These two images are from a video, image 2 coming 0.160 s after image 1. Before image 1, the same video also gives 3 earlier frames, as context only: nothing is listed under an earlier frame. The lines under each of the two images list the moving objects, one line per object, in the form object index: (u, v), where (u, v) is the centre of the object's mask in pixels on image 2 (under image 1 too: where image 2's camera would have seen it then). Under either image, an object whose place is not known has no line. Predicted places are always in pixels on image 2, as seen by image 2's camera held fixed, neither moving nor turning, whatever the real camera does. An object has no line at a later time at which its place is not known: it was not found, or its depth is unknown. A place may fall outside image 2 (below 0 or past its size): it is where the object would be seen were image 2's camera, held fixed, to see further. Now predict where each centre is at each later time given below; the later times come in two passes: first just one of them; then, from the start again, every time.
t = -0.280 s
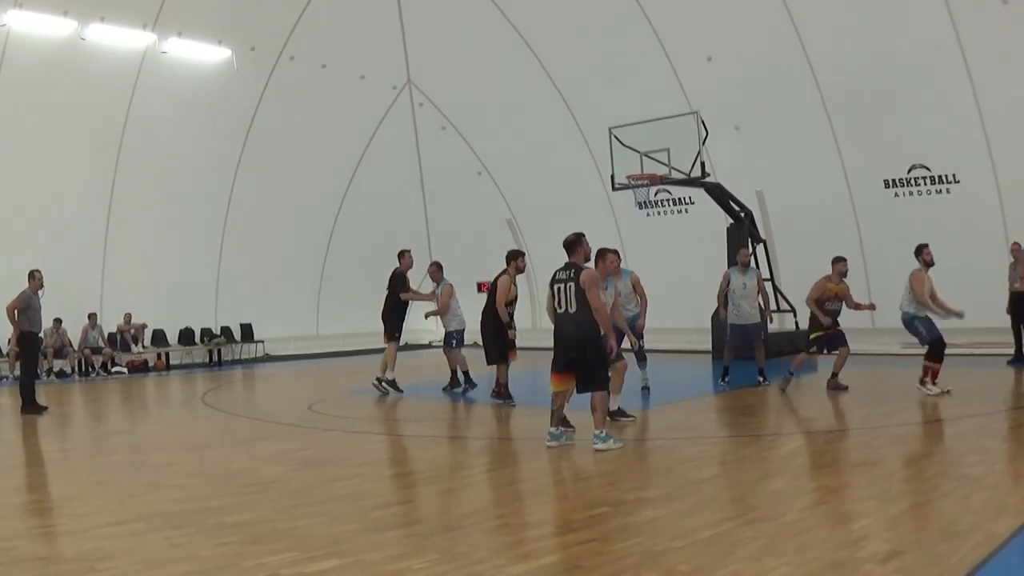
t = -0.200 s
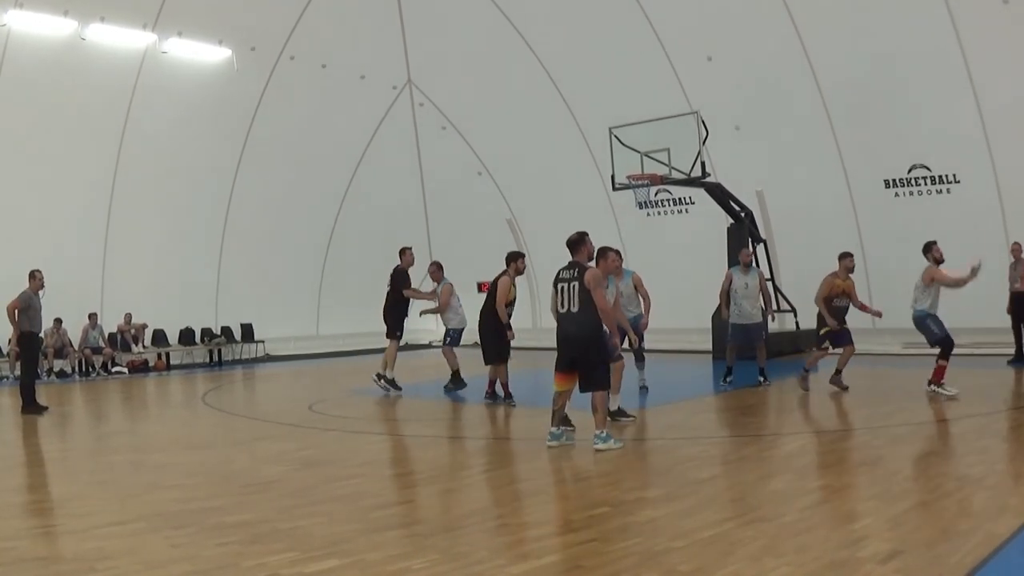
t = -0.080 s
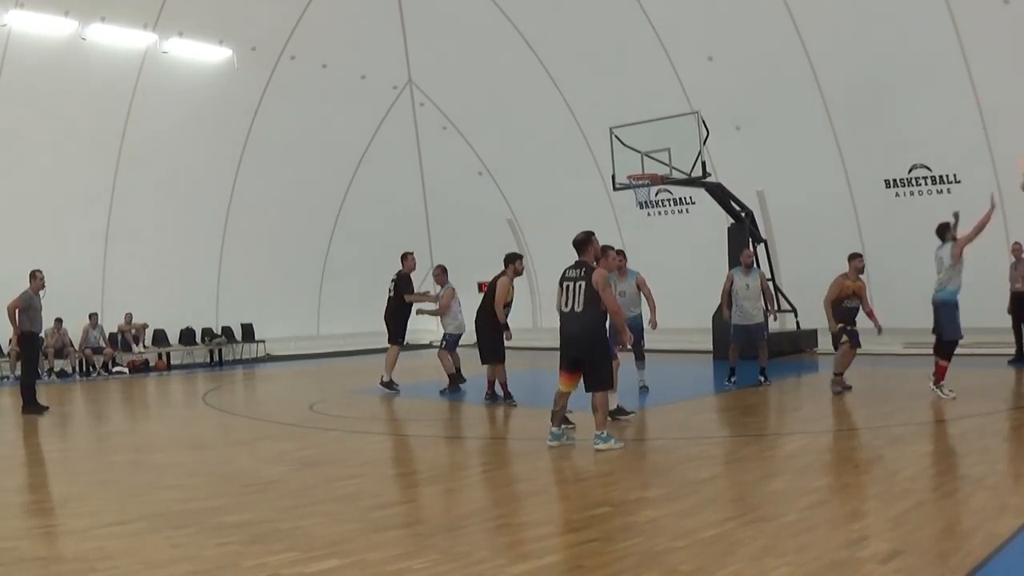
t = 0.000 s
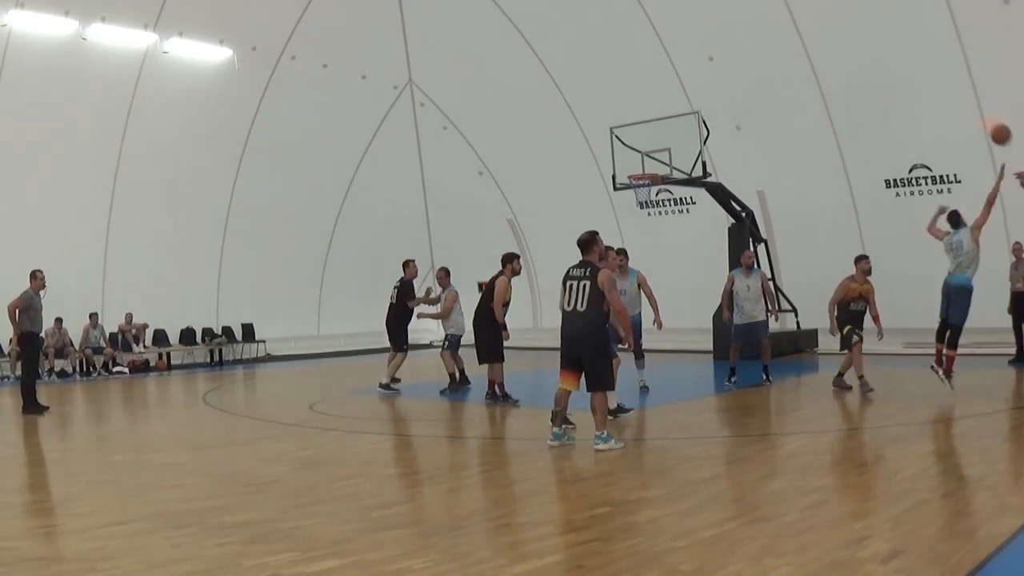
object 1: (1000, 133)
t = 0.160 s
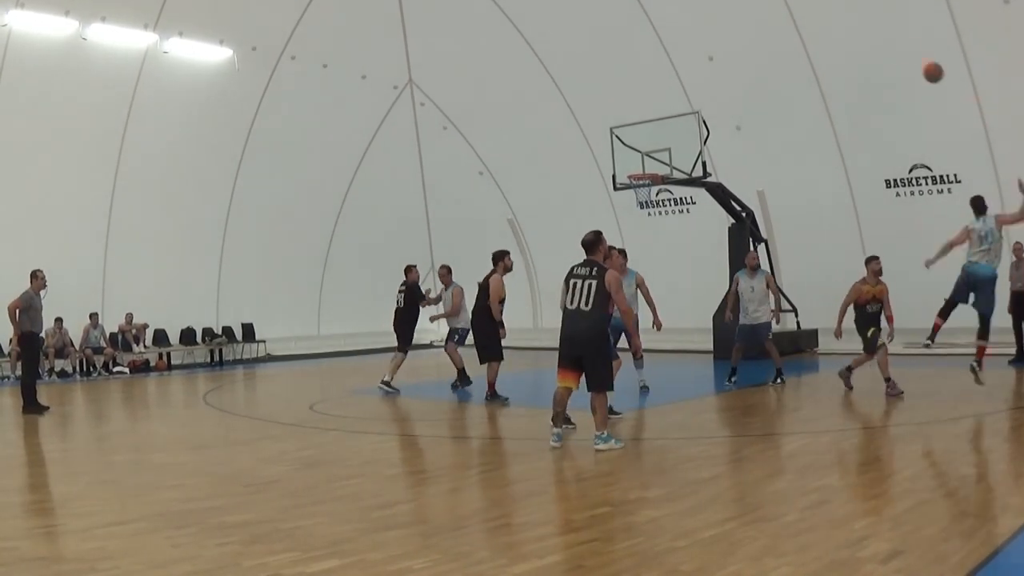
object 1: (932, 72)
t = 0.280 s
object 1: (887, 44)
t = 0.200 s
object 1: (916, 61)
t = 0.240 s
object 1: (901, 51)
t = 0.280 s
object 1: (887, 44)
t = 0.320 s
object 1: (873, 37)
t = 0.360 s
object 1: (859, 33)
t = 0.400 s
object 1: (848, 29)
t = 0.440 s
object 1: (836, 27)
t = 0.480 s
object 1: (826, 27)
